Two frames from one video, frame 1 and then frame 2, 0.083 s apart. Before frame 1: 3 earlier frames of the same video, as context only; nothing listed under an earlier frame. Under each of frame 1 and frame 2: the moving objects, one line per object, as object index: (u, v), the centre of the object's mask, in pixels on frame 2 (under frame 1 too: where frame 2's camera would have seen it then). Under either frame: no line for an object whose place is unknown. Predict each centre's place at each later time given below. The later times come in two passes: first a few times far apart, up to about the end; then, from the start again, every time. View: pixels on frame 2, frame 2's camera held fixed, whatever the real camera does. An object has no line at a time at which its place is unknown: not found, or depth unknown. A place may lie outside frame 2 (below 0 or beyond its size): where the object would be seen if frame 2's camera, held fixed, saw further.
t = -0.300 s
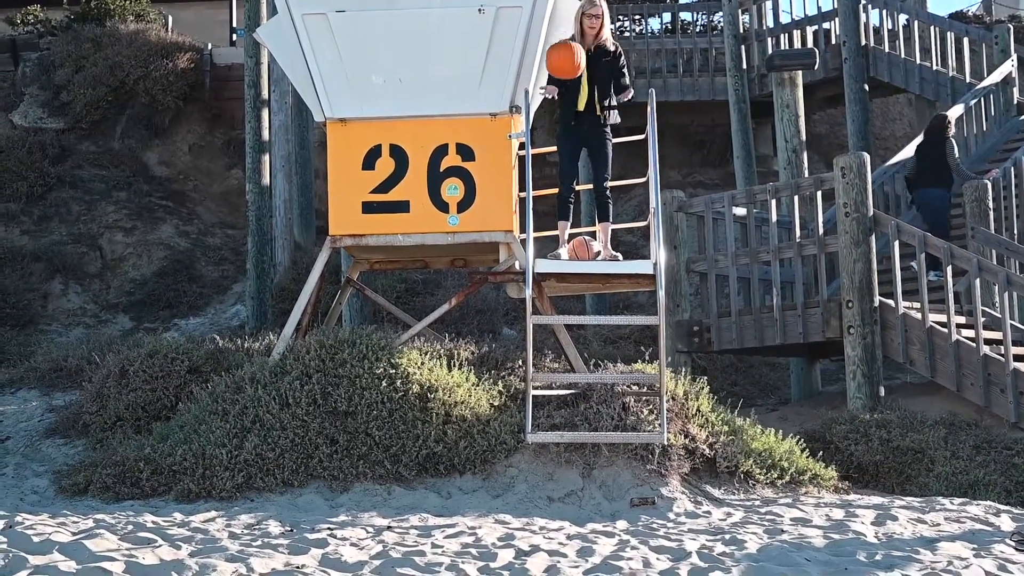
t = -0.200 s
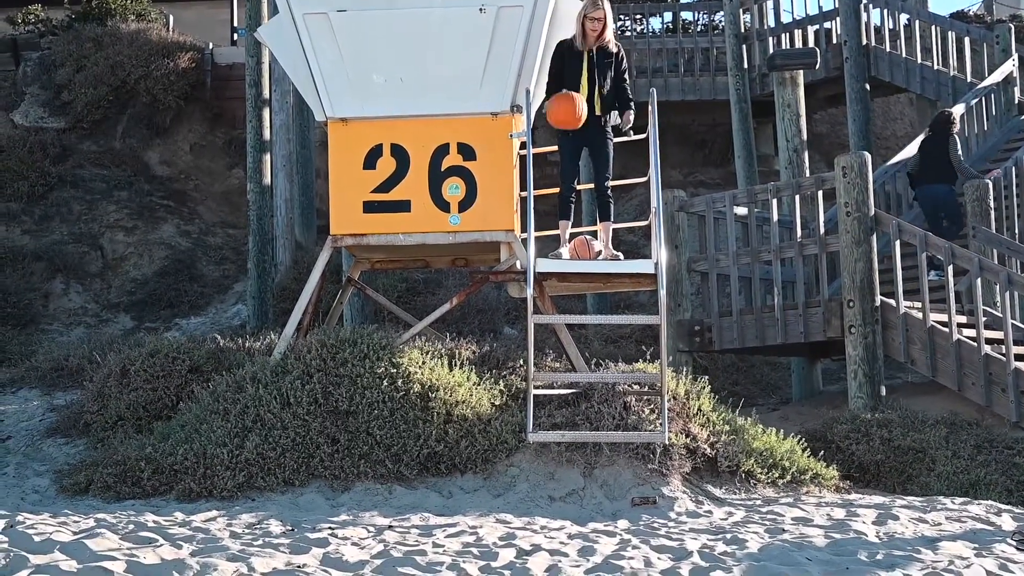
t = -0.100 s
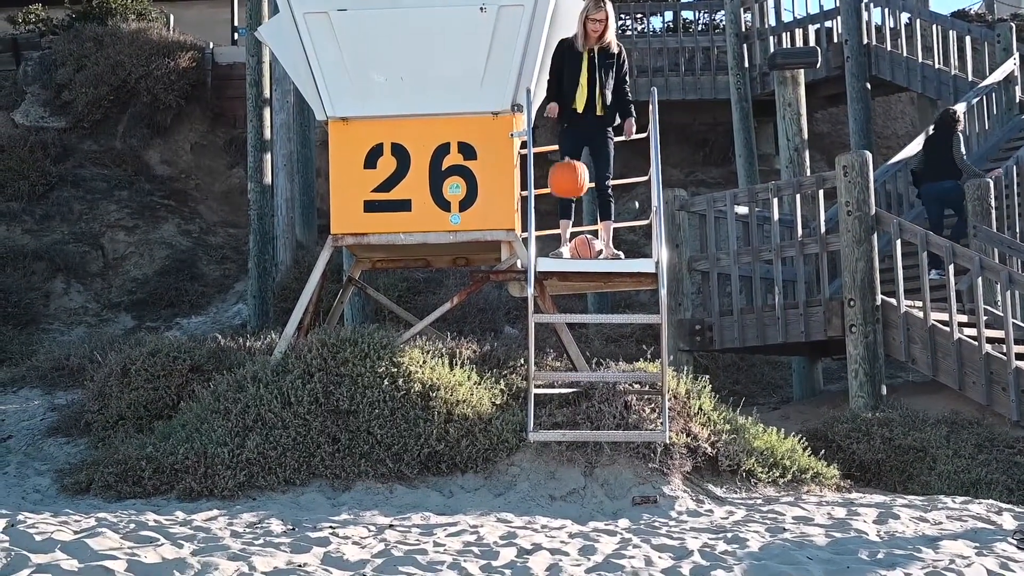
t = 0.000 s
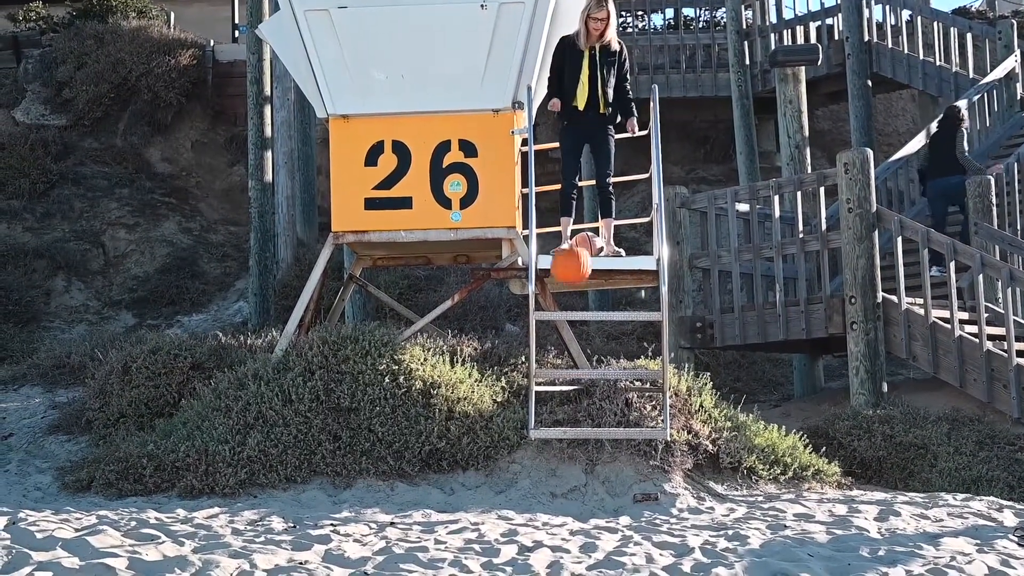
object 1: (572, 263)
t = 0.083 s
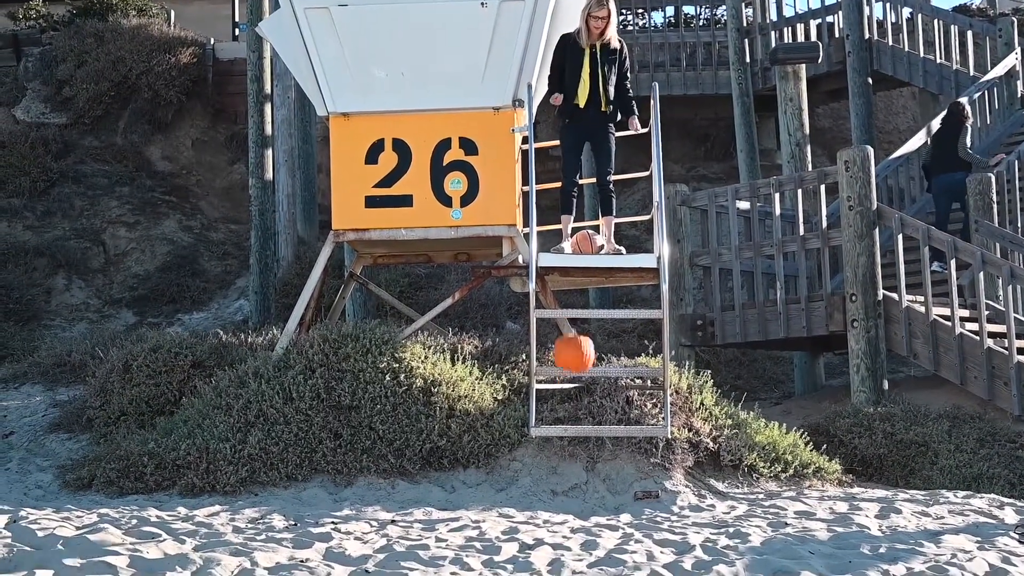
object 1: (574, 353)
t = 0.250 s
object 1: (581, 497)
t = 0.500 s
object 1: (600, 502)
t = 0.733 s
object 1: (603, 502)
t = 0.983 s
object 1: (602, 502)
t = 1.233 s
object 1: (601, 503)
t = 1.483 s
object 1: (601, 503)
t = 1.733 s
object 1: (601, 503)
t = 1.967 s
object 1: (601, 503)
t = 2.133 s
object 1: (601, 503)
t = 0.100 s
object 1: (575, 373)
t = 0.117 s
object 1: (575, 394)
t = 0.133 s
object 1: (575, 413)
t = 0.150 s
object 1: (576, 436)
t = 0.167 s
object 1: (576, 458)
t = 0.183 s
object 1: (577, 482)
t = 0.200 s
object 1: (578, 502)
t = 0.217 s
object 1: (579, 502)
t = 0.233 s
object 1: (580, 499)
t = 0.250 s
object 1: (581, 497)
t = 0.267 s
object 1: (582, 496)
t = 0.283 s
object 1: (583, 494)
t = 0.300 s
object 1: (584, 493)
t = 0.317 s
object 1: (586, 492)
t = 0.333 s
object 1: (587, 491)
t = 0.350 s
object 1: (588, 491)
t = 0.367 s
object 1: (590, 492)
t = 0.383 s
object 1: (591, 493)
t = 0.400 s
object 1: (593, 494)
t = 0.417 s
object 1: (595, 495)
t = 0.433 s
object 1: (596, 498)
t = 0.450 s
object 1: (598, 500)
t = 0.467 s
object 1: (599, 502)
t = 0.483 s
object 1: (599, 502)
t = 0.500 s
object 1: (600, 502)
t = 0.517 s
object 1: (601, 502)
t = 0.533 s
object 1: (601, 502)
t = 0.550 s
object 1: (602, 502)
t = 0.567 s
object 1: (602, 502)
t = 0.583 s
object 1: (602, 502)
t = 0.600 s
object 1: (603, 502)
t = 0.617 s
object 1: (603, 502)
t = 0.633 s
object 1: (603, 502)
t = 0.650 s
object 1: (603, 502)
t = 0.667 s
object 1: (603, 502)
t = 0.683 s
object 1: (603, 502)
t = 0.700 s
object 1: (603, 502)
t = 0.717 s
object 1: (604, 502)
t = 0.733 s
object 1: (603, 502)
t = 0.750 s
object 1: (603, 502)
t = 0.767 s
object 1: (603, 502)
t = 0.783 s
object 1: (603, 502)
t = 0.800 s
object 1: (603, 502)
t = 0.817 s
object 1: (603, 502)
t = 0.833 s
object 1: (603, 502)
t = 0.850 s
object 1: (603, 502)
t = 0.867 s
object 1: (603, 502)
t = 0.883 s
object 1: (603, 502)
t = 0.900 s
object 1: (603, 502)
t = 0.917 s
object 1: (603, 502)
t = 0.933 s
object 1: (603, 502)
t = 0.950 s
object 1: (603, 502)
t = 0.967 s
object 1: (602, 502)
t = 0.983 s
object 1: (602, 502)
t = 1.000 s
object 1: (602, 502)
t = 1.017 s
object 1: (602, 502)
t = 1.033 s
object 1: (602, 502)
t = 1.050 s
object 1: (602, 503)
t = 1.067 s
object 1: (602, 503)
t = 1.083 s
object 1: (602, 503)
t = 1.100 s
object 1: (602, 503)
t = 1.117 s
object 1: (602, 503)
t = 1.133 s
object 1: (602, 503)
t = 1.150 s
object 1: (602, 503)
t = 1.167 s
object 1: (602, 503)
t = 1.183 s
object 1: (601, 503)
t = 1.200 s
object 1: (602, 503)
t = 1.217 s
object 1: (601, 503)
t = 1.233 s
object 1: (601, 503)
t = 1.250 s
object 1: (601, 503)
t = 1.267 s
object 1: (601, 503)
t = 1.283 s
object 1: (601, 503)
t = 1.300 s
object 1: (601, 503)
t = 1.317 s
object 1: (601, 503)
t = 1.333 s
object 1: (601, 503)
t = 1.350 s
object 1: (601, 503)
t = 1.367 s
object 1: (601, 503)
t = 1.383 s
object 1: (601, 503)
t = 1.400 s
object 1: (601, 503)
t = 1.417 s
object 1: (601, 503)
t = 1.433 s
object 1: (601, 503)
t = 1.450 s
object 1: (601, 503)
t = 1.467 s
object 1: (601, 503)
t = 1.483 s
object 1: (601, 503)
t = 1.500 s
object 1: (601, 503)
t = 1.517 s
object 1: (601, 503)
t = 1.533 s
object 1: (601, 503)
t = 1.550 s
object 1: (601, 503)
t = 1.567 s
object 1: (601, 503)
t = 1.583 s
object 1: (601, 503)
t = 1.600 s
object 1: (601, 503)
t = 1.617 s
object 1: (601, 503)
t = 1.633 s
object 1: (601, 503)
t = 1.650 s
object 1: (601, 503)
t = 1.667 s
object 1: (601, 503)
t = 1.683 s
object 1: (601, 503)
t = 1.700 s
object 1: (601, 503)
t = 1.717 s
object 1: (601, 503)
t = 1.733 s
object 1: (601, 503)
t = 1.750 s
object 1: (601, 503)
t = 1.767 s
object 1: (601, 503)
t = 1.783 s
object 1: (601, 503)
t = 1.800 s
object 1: (601, 503)
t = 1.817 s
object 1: (601, 503)
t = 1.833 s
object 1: (601, 503)
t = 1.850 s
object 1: (601, 503)
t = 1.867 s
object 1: (601, 503)
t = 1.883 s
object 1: (601, 503)
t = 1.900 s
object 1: (601, 503)
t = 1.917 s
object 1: (601, 503)
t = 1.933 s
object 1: (601, 503)
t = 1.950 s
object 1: (601, 503)
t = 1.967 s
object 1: (601, 503)
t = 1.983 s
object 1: (601, 503)
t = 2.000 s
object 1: (601, 503)
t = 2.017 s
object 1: (601, 503)
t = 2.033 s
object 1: (601, 503)
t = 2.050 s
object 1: (601, 503)
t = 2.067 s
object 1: (601, 503)
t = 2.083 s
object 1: (601, 503)
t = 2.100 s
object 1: (601, 503)
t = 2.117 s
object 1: (601, 503)
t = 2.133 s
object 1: (601, 503)
